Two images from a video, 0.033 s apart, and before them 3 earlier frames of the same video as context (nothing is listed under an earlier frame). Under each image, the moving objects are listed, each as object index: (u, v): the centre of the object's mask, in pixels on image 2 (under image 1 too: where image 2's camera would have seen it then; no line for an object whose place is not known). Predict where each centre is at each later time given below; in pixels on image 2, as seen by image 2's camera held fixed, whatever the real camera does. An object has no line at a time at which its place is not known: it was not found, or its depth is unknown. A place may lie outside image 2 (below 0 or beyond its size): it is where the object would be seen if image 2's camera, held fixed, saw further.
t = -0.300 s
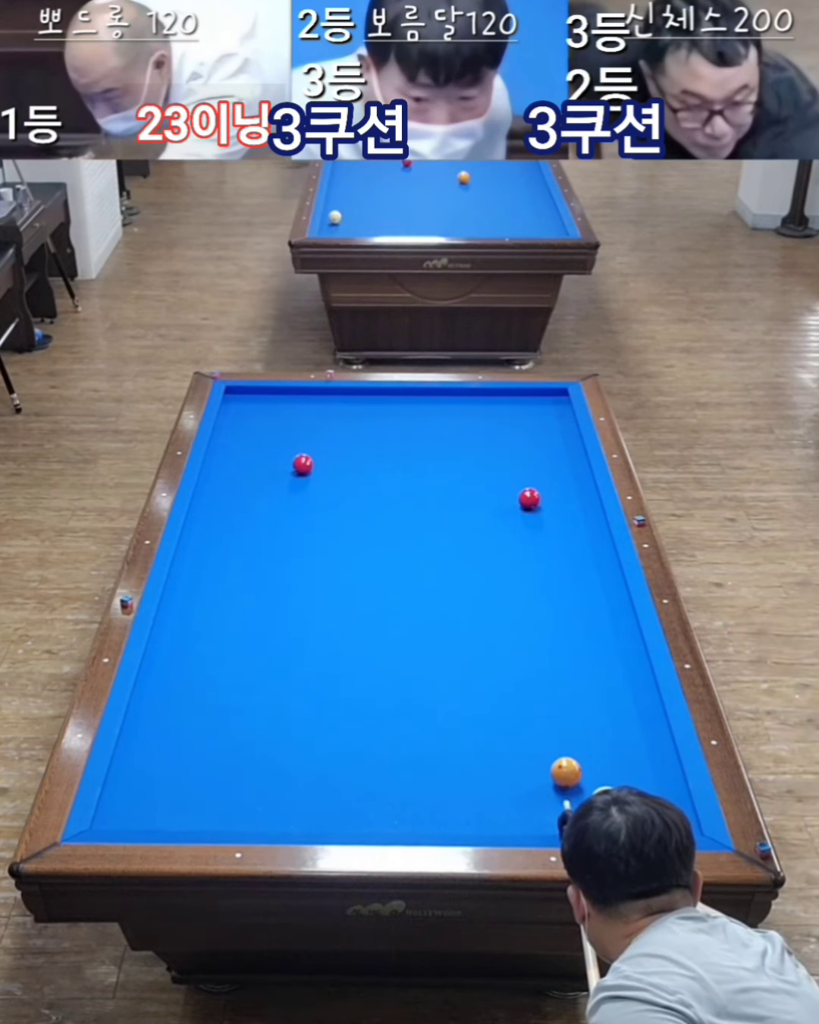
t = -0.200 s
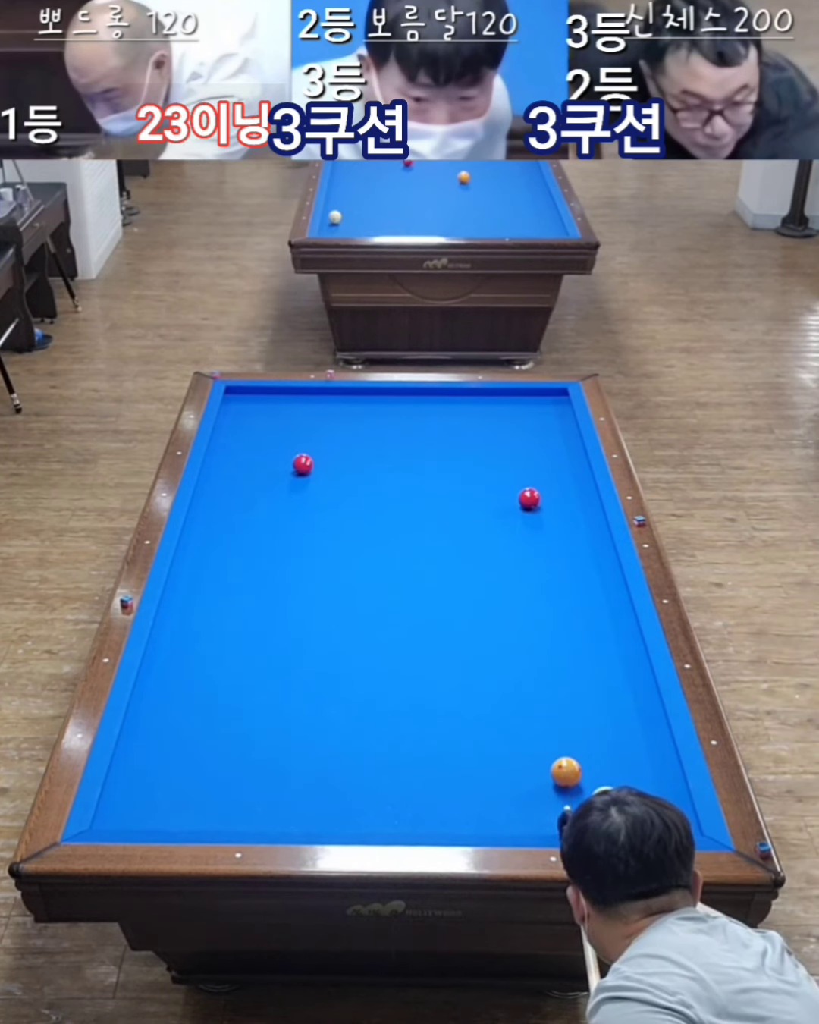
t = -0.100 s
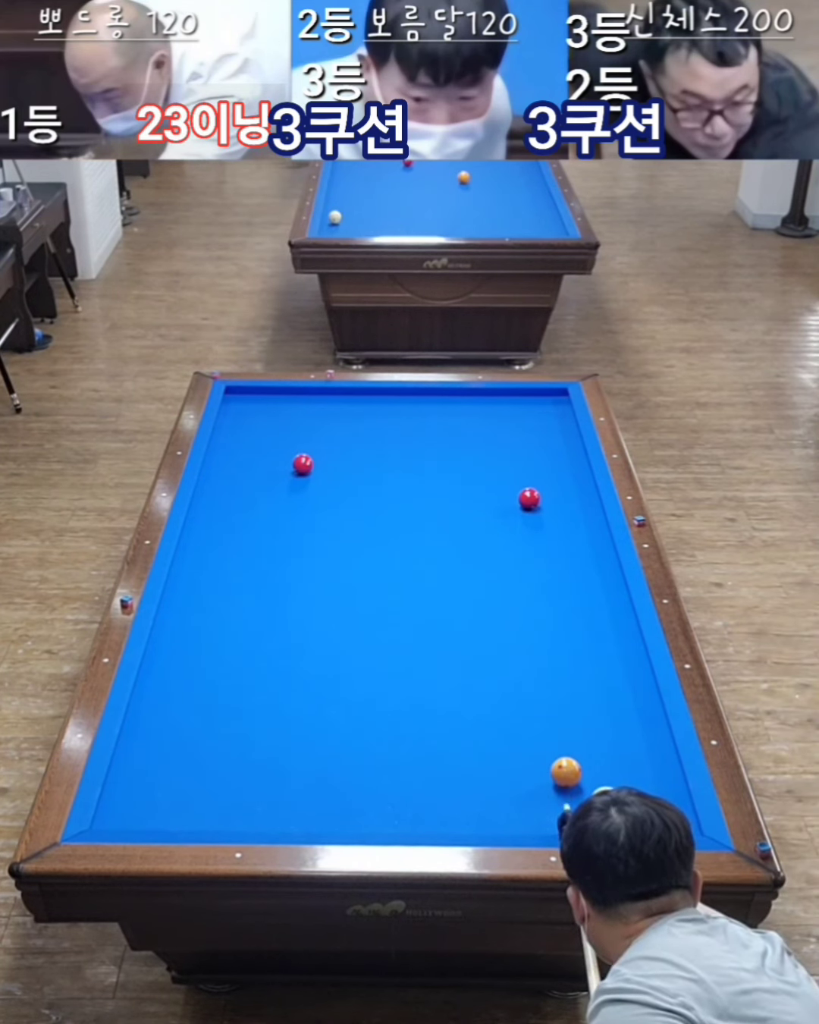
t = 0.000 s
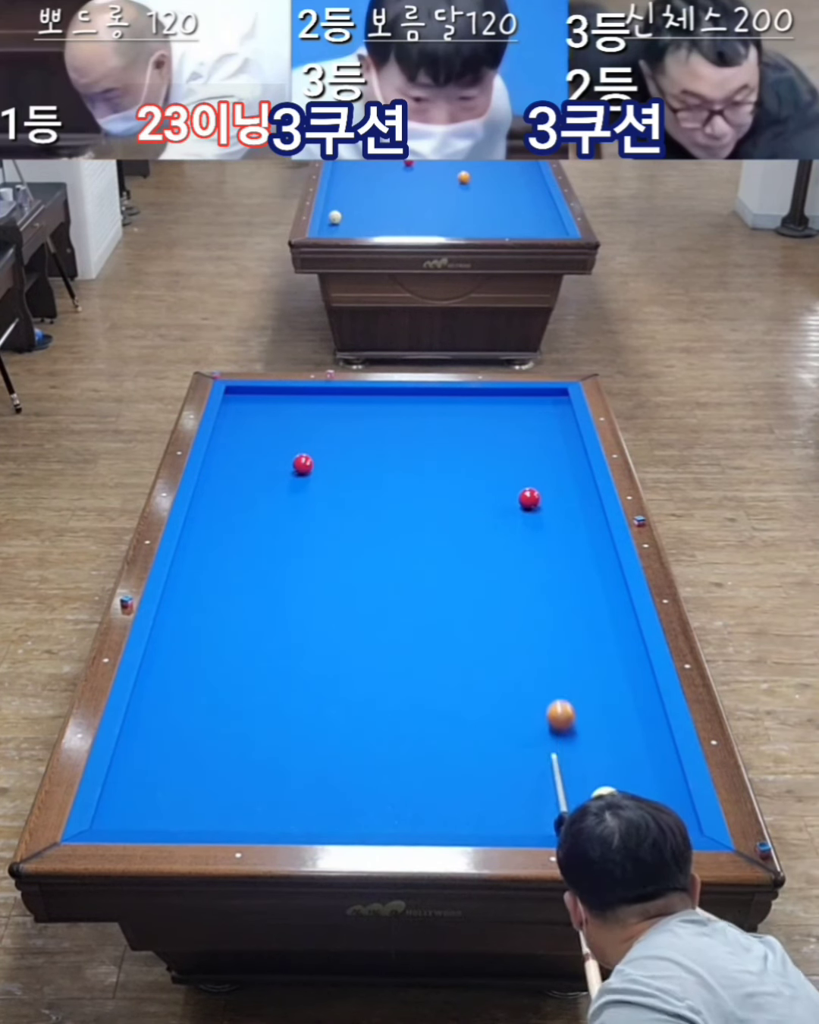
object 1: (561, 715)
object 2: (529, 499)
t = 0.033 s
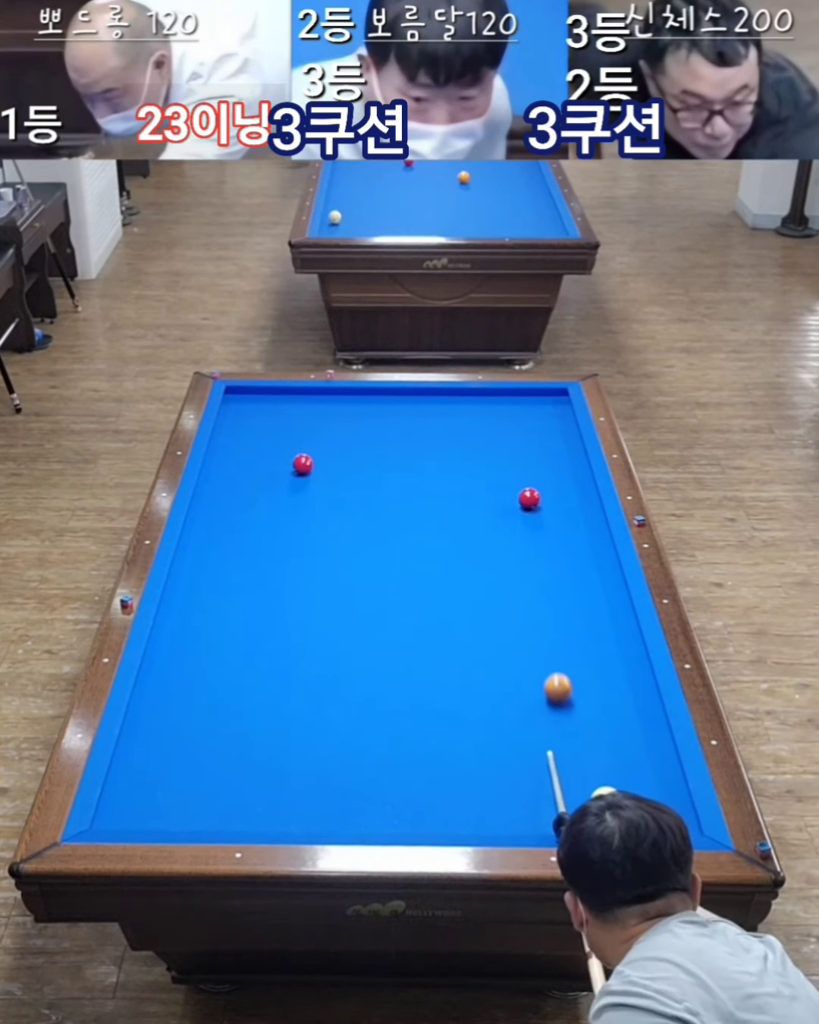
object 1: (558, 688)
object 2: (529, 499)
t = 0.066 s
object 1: (556, 663)
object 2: (529, 499)
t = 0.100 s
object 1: (553, 639)
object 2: (529, 499)
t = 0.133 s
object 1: (551, 617)
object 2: (529, 499)
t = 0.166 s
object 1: (549, 597)
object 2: (529, 499)
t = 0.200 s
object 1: (547, 578)
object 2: (529, 499)
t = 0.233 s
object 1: (545, 560)
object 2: (529, 499)
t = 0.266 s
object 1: (543, 544)
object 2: (529, 499)
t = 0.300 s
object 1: (542, 529)
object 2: (530, 499)
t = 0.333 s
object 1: (540, 515)
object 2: (528, 498)
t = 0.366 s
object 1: (544, 507)
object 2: (524, 494)
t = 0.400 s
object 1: (552, 505)
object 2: (515, 483)
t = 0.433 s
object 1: (560, 503)
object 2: (505, 473)
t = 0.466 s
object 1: (567, 500)
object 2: (497, 464)
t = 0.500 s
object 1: (574, 498)
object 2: (489, 455)
